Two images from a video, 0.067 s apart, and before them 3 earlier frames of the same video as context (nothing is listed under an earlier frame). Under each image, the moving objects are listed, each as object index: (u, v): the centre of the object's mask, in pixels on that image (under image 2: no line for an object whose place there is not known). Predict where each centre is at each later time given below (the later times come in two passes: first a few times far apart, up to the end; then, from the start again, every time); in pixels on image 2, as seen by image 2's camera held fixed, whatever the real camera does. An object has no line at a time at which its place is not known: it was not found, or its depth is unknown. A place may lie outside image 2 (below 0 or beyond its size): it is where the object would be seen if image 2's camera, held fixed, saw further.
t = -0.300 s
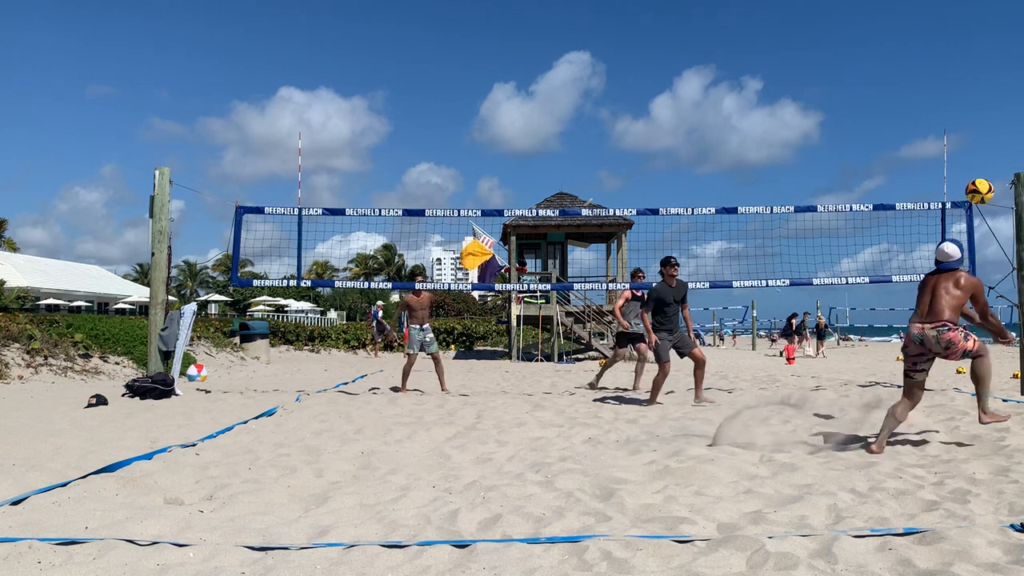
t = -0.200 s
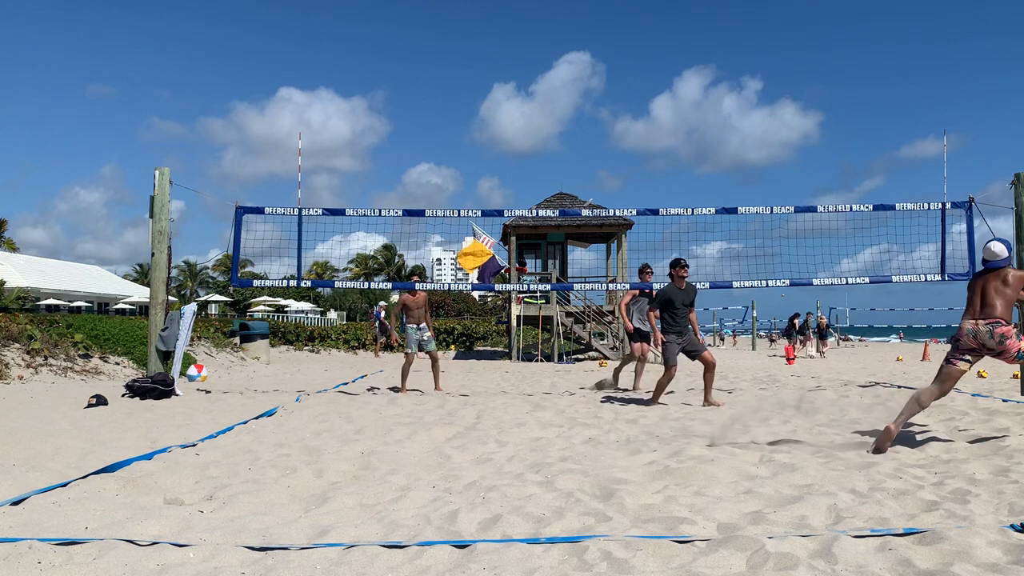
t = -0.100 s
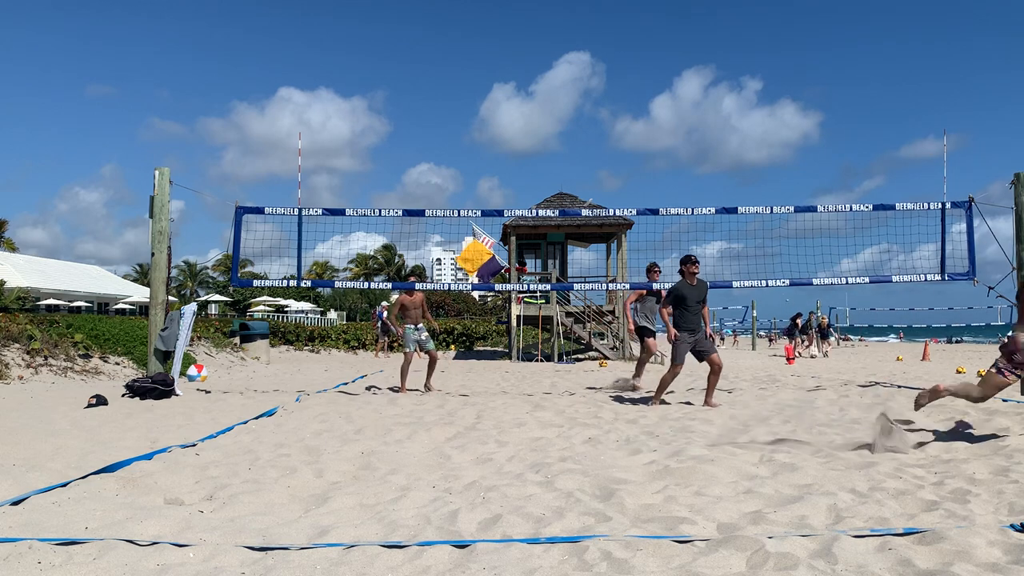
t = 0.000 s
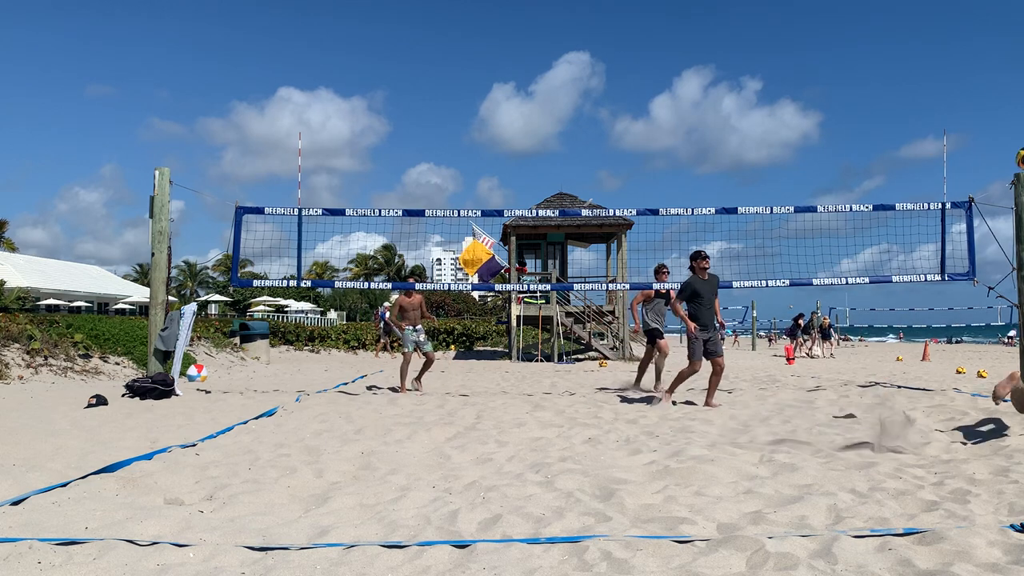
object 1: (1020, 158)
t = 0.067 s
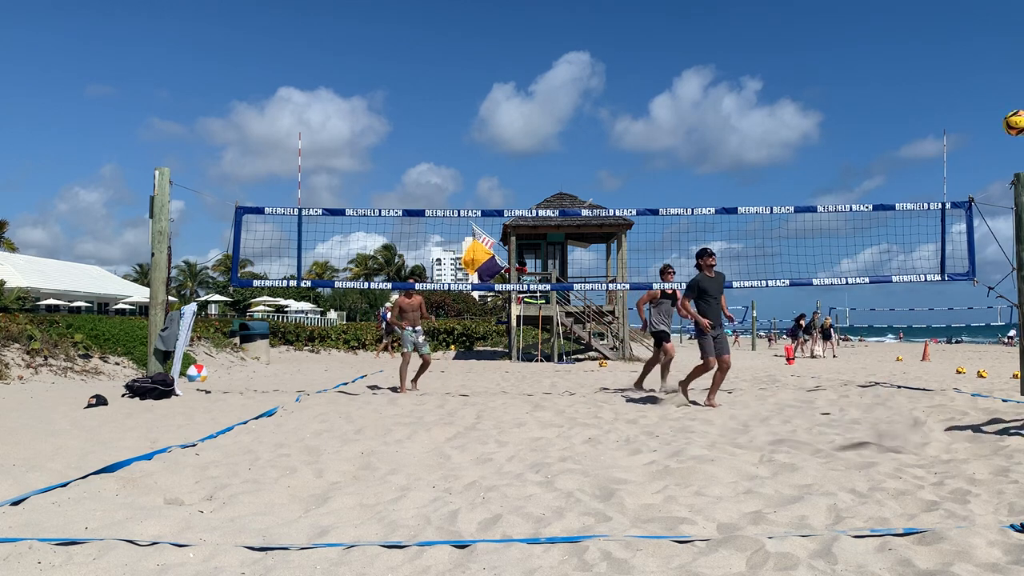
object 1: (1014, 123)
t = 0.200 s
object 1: (992, 71)
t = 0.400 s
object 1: (956, 35)
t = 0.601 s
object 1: (924, 42)
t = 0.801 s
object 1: (895, 87)
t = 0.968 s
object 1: (874, 149)
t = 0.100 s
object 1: (1010, 108)
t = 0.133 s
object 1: (1005, 94)
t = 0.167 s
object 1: (999, 82)
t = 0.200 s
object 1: (992, 71)
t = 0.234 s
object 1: (986, 62)
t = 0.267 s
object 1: (980, 54)
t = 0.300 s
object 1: (974, 47)
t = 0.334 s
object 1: (968, 42)
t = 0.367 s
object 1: (962, 37)
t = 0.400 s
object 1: (956, 35)
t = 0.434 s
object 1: (951, 33)
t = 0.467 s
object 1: (945, 33)
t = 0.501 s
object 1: (940, 34)
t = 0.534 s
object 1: (934, 35)
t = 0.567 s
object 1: (929, 38)
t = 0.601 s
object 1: (924, 42)
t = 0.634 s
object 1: (919, 47)
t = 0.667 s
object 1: (914, 53)
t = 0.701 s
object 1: (910, 60)
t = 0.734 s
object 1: (905, 68)
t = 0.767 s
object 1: (900, 77)
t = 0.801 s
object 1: (895, 87)
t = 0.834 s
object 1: (891, 97)
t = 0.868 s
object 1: (886, 109)
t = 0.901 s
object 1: (882, 122)
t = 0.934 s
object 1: (878, 135)
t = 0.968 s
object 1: (874, 149)
